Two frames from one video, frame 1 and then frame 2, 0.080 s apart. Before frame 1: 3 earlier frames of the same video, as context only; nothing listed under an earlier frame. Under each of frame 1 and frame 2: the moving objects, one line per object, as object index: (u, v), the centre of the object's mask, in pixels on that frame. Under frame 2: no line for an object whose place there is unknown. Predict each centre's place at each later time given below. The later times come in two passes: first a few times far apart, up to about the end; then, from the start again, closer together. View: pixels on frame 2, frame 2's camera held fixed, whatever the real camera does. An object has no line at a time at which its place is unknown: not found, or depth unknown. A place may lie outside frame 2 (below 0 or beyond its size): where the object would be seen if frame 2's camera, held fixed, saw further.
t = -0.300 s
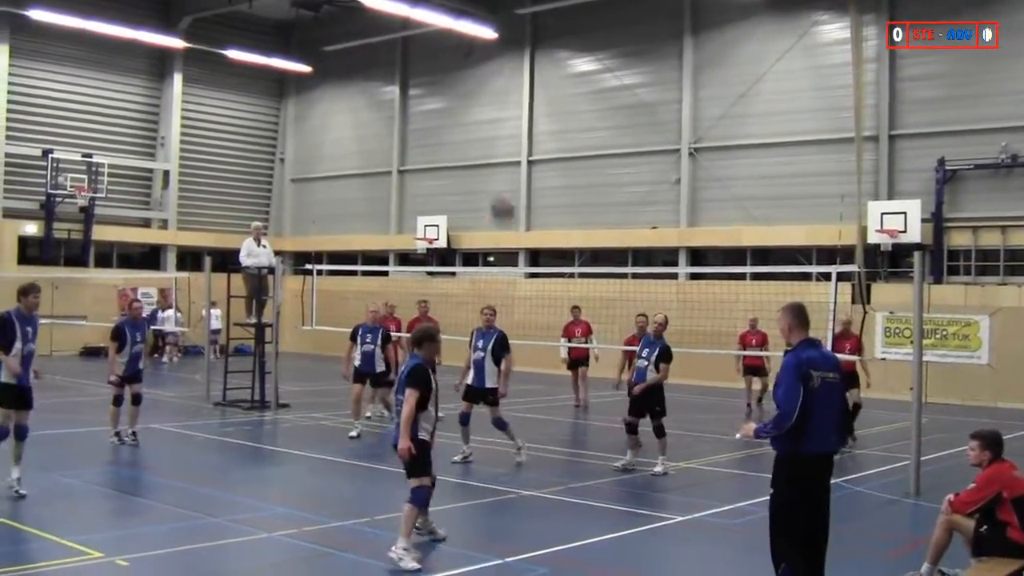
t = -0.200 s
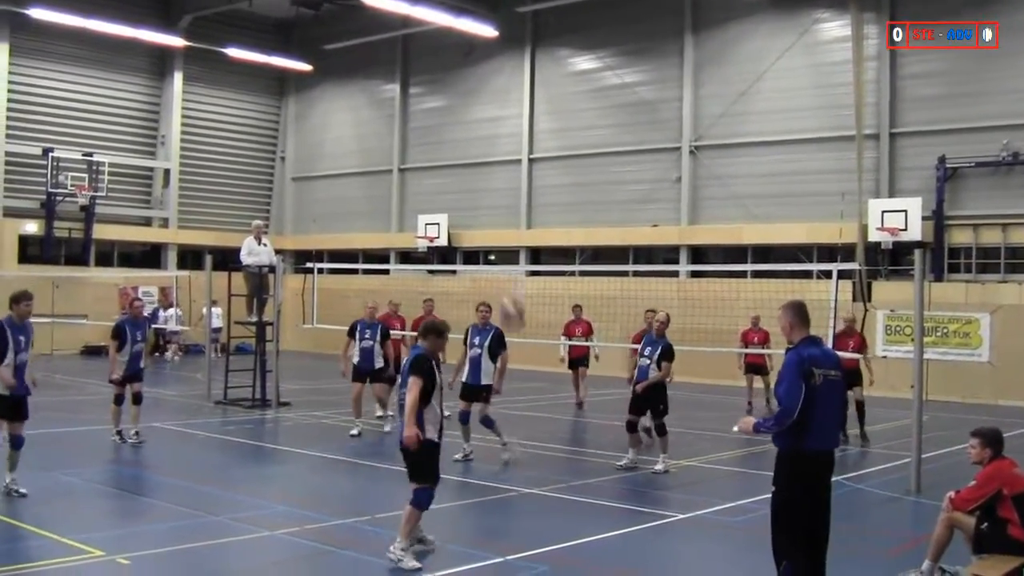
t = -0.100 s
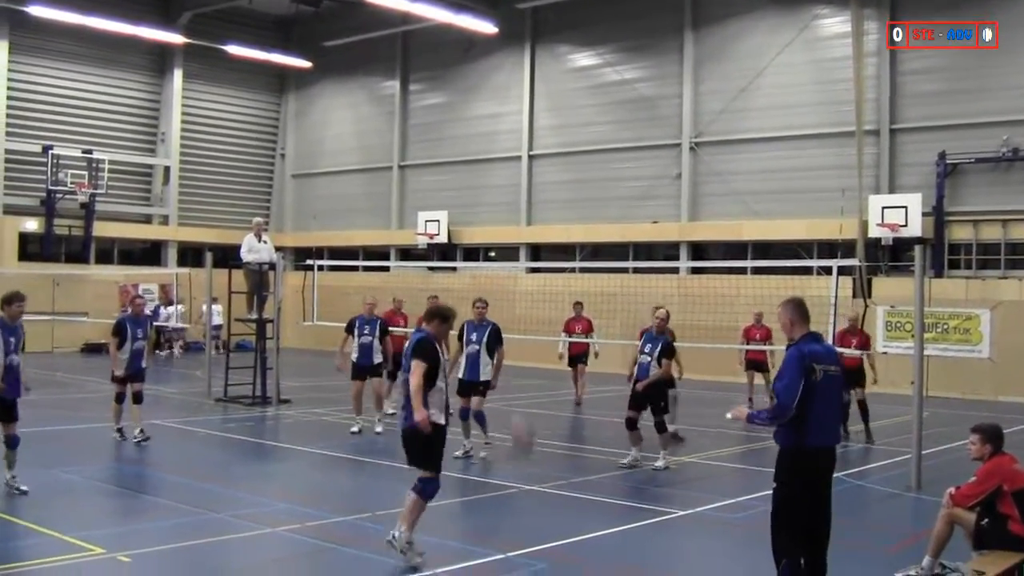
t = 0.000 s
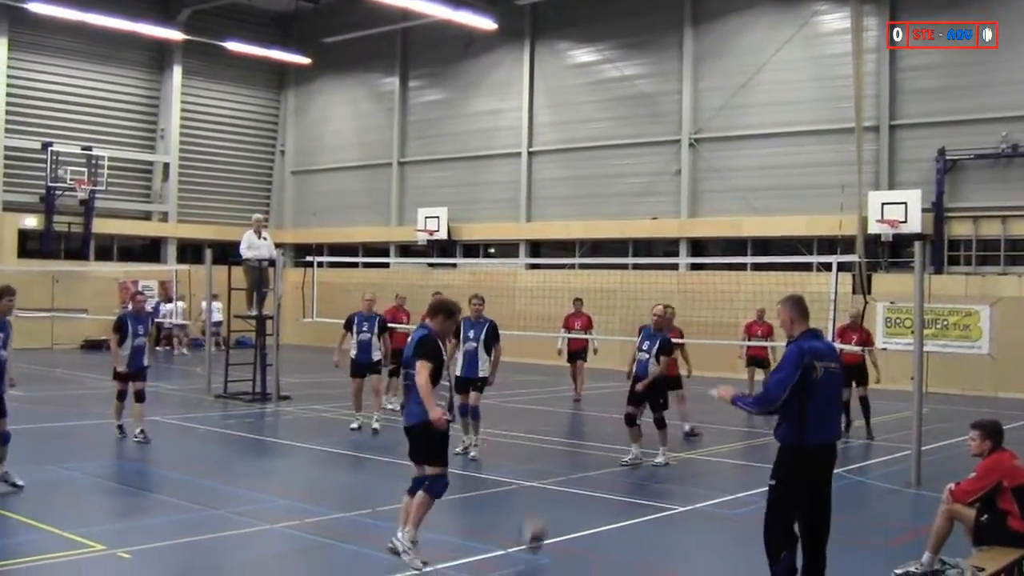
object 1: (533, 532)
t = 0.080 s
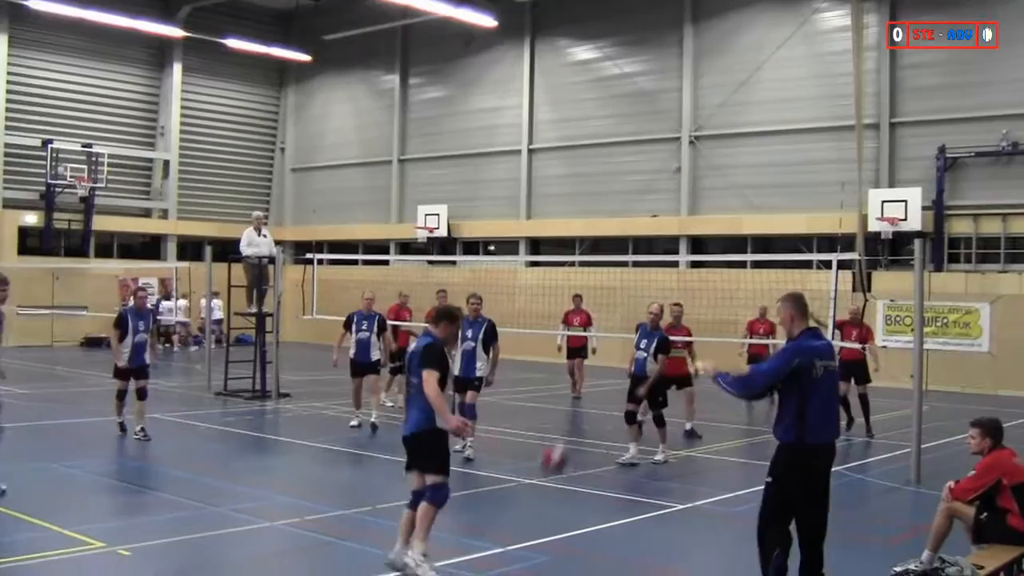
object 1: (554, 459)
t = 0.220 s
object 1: (596, 344)
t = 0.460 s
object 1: (671, 190)
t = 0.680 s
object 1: (749, 121)
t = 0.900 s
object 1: (832, 127)
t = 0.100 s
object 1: (559, 441)
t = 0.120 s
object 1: (565, 420)
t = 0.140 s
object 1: (571, 410)
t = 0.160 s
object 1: (576, 389)
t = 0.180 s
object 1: (583, 372)
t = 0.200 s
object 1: (590, 357)
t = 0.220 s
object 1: (596, 344)
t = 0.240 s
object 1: (602, 327)
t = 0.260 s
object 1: (608, 312)
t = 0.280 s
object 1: (615, 298)
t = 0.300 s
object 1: (621, 283)
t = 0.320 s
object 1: (626, 270)
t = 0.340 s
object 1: (633, 255)
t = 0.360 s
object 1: (639, 246)
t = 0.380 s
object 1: (645, 238)
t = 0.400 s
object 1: (652, 222)
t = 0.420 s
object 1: (658, 211)
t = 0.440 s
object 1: (664, 202)
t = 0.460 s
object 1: (671, 190)
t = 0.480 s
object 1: (680, 182)
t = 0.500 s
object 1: (686, 174)
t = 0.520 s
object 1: (693, 166)
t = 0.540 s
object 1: (699, 158)
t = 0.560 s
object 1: (706, 151)
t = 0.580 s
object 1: (711, 146)
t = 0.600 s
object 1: (719, 140)
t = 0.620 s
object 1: (727, 133)
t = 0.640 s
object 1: (734, 129)
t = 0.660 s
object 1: (741, 125)
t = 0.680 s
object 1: (749, 121)
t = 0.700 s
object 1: (757, 120)
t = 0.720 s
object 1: (764, 117)
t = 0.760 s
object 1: (779, 115)
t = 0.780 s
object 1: (786, 114)
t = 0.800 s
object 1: (793, 115)
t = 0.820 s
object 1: (801, 116)
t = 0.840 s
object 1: (810, 118)
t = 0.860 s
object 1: (817, 120)
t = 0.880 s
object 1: (824, 123)
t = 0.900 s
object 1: (832, 127)
